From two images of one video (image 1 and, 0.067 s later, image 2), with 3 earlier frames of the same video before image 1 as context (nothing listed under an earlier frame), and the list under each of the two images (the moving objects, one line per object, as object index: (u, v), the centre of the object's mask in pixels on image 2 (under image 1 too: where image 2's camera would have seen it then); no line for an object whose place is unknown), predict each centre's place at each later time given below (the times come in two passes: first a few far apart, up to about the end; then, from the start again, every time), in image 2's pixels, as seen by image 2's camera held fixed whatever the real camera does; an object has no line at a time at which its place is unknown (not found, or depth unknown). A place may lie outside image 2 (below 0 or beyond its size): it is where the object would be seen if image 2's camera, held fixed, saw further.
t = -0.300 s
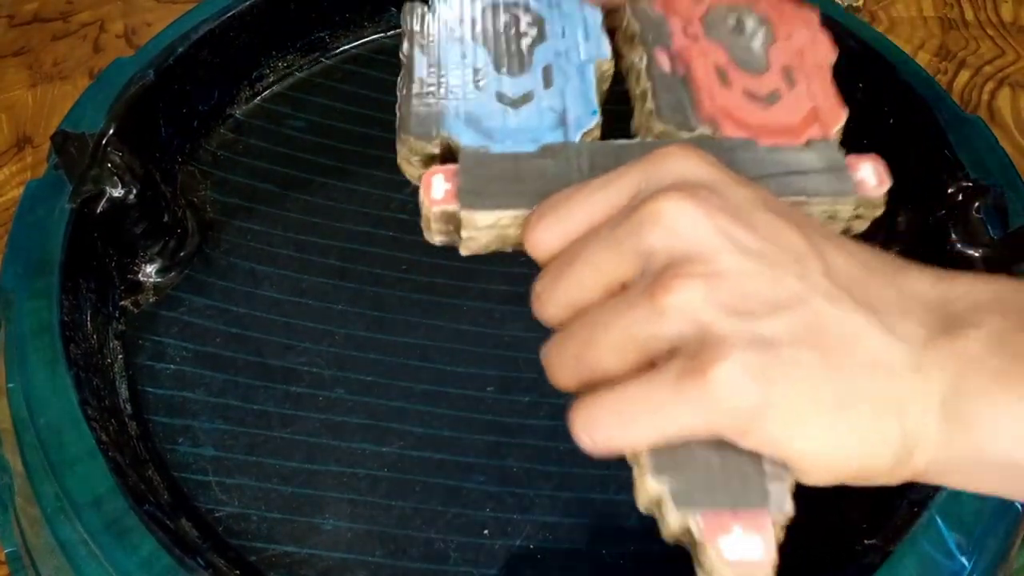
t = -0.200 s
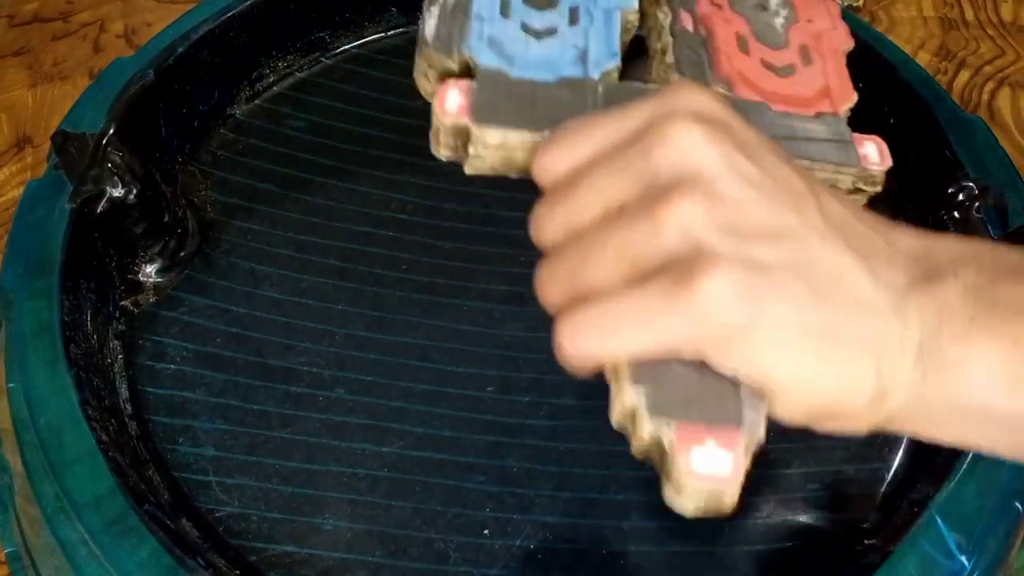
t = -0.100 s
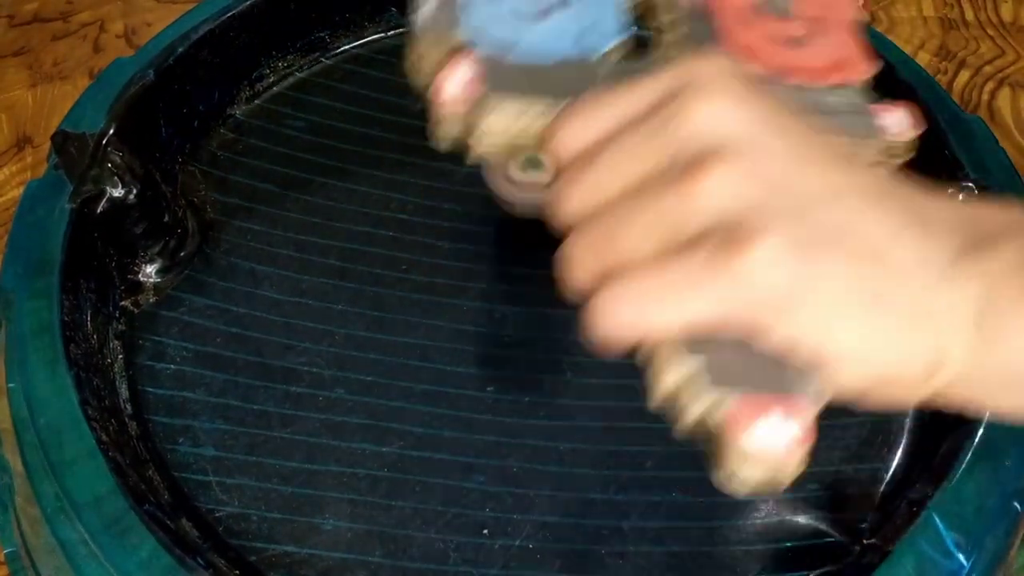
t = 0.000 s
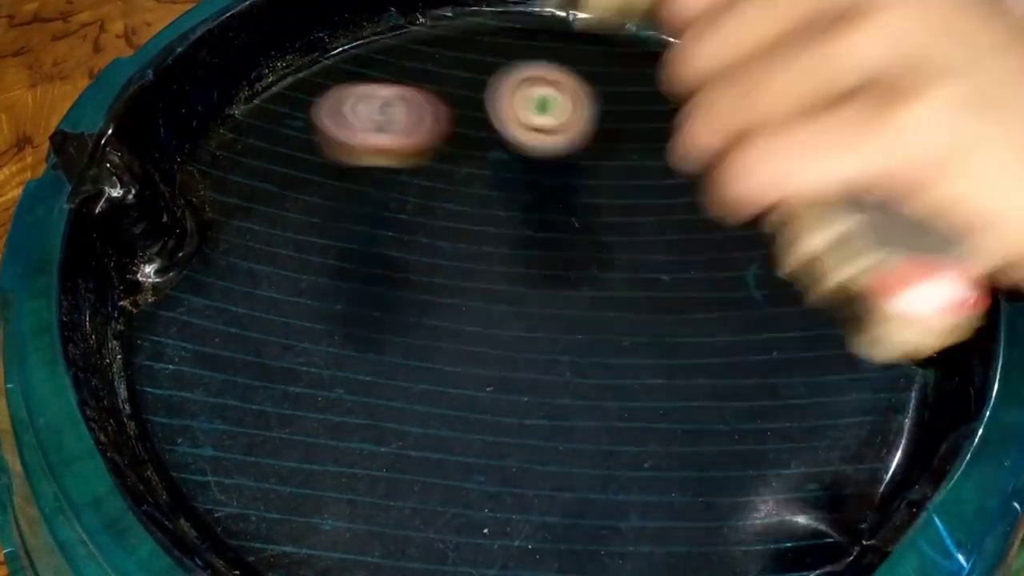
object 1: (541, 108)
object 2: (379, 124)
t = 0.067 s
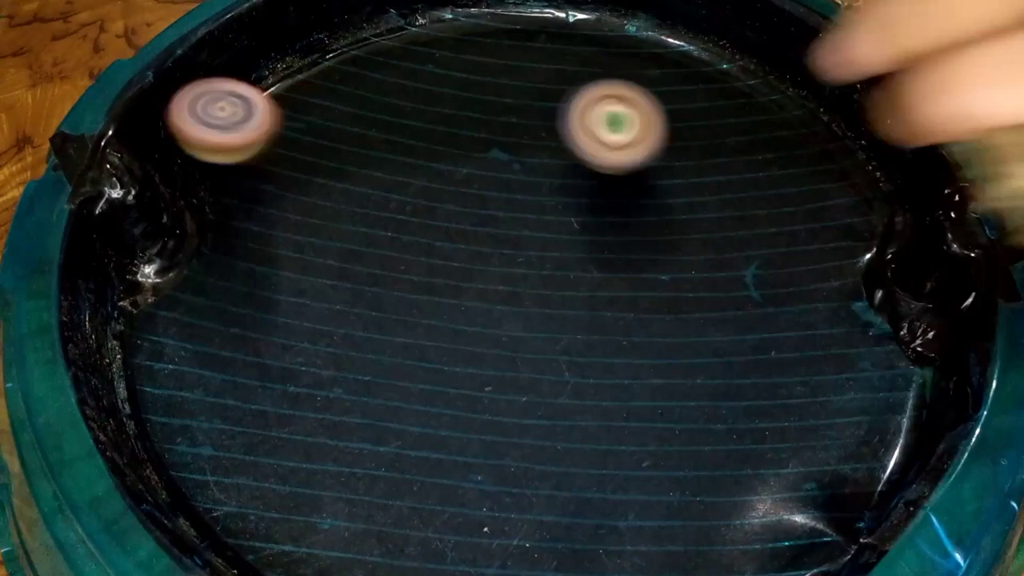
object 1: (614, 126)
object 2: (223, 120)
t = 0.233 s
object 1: (712, 221)
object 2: (211, 384)
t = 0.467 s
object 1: (523, 379)
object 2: (565, 458)
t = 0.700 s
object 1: (284, 328)
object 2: (786, 467)
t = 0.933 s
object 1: (384, 241)
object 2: (752, 213)
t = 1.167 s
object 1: (614, 306)
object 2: (507, 75)
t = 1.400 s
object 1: (685, 473)
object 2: (213, 270)
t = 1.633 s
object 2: (603, 524)
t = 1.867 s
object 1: (563, 276)
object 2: (869, 343)
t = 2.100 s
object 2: (721, 190)
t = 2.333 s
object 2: (538, 127)
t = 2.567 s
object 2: (362, 249)
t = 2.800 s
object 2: (496, 510)
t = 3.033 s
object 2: (809, 451)
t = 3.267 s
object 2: (726, 235)
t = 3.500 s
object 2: (419, 197)
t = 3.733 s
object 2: (195, 381)
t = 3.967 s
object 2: (483, 525)
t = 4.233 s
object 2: (746, 330)
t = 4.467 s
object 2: (623, 151)
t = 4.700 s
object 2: (419, 141)
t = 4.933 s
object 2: (280, 296)
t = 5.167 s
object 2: (371, 485)
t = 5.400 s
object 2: (555, 508)
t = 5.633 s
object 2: (679, 411)
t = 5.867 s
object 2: (617, 278)
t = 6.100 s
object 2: (480, 224)
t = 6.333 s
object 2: (346, 261)
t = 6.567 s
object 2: (337, 368)
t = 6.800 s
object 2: (407, 454)
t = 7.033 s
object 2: (468, 469)
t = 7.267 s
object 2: (528, 390)
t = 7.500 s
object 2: (512, 285)
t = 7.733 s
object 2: (448, 231)
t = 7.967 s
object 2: (395, 243)
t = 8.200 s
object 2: (361, 282)
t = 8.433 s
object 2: (426, 301)
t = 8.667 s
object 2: (497, 230)
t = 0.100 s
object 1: (645, 138)
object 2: (208, 126)
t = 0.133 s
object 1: (671, 154)
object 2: (200, 152)
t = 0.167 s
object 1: (691, 173)
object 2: (197, 205)
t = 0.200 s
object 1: (705, 194)
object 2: (199, 282)
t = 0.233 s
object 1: (712, 221)
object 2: (211, 384)
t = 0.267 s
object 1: (710, 254)
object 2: (224, 439)
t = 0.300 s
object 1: (697, 287)
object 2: (243, 475)
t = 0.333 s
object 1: (674, 321)
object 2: (283, 510)
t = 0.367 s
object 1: (645, 355)
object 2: (375, 507)
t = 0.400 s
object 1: (601, 383)
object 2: (461, 491)
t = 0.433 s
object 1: (575, 395)
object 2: (520, 459)
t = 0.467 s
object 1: (523, 379)
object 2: (565, 458)
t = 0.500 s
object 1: (499, 386)
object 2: (605, 470)
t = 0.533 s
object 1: (470, 381)
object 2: (641, 497)
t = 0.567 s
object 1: (433, 371)
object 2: (670, 520)
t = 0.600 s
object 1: (394, 366)
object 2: (707, 518)
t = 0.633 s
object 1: (356, 357)
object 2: (737, 514)
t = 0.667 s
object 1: (318, 345)
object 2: (764, 495)
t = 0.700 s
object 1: (284, 328)
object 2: (786, 467)
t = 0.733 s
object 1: (254, 307)
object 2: (799, 430)
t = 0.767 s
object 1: (227, 285)
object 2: (804, 399)
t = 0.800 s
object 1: (208, 264)
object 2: (805, 355)
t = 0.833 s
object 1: (232, 248)
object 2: (797, 323)
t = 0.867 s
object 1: (285, 243)
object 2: (787, 286)
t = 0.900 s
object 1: (337, 248)
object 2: (768, 251)
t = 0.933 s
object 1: (384, 241)
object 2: (752, 213)
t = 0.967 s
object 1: (427, 242)
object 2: (733, 179)
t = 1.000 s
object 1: (467, 244)
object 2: (706, 149)
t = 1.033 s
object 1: (502, 249)
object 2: (678, 125)
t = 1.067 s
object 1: (535, 258)
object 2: (643, 104)
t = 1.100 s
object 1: (564, 270)
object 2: (600, 87)
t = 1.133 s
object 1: (590, 286)
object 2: (557, 76)
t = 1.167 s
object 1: (614, 306)
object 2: (507, 75)
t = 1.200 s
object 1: (637, 330)
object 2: (456, 77)
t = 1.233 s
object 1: (655, 355)
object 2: (409, 86)
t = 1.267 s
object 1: (669, 381)
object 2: (360, 103)
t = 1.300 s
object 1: (680, 406)
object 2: (315, 127)
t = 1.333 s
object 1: (684, 431)
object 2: (269, 162)
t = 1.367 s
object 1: (686, 454)
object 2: (230, 205)
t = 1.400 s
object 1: (685, 473)
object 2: (213, 270)
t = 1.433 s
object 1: (679, 497)
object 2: (205, 357)
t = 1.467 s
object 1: (668, 512)
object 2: (210, 434)
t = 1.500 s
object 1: (648, 522)
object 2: (265, 496)
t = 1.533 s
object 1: (625, 529)
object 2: (347, 531)
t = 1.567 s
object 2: (435, 537)
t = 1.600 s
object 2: (507, 546)
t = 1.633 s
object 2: (603, 524)
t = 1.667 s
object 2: (670, 483)
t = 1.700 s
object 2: (726, 442)
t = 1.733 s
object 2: (779, 414)
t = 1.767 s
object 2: (818, 403)
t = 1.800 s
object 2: (842, 405)
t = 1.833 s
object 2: (860, 372)
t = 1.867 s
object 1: (563, 276)
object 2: (869, 343)
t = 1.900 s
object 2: (870, 324)
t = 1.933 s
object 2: (860, 310)
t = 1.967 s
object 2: (832, 278)
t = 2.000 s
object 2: (800, 260)
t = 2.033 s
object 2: (776, 232)
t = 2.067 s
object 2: (747, 214)
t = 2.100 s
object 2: (721, 190)
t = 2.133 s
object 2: (697, 171)
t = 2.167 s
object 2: (672, 157)
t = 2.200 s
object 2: (649, 147)
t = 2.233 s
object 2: (623, 139)
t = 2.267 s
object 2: (594, 132)
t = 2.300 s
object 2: (567, 129)
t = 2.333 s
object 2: (538, 127)
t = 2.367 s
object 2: (509, 130)
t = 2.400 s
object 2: (484, 137)
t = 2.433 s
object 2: (456, 148)
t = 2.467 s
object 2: (429, 166)
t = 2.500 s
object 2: (403, 188)
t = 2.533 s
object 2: (378, 218)
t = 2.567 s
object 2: (362, 249)
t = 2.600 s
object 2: (351, 285)
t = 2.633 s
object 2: (348, 327)
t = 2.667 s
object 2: (358, 369)
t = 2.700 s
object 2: (376, 412)
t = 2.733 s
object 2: (408, 452)
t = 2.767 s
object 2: (448, 488)
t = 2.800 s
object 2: (496, 510)
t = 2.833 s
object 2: (548, 521)
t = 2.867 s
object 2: (604, 526)
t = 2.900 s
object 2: (661, 526)
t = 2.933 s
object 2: (713, 521)
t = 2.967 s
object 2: (757, 511)
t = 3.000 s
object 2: (789, 483)
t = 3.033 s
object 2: (809, 451)
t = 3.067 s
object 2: (822, 416)
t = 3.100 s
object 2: (826, 383)
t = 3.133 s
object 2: (822, 349)
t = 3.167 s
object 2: (810, 314)
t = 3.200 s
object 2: (787, 282)
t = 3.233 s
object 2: (759, 256)
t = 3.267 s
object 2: (726, 235)
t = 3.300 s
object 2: (687, 216)
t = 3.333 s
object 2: (647, 201)
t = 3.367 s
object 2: (603, 192)
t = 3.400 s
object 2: (556, 186)
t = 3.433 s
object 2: (511, 185)
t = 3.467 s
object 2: (462, 190)
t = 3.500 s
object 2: (419, 197)
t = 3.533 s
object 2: (378, 211)
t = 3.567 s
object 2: (338, 226)
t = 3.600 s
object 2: (304, 245)
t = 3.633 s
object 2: (267, 271)
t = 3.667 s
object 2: (236, 301)
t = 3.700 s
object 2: (212, 338)
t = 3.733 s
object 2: (195, 381)
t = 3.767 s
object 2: (194, 423)
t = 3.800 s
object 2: (225, 466)
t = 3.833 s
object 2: (266, 496)
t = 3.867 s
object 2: (314, 512)
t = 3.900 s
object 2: (372, 521)
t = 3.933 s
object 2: (424, 524)
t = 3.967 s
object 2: (483, 525)
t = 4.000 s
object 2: (542, 522)
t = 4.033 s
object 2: (599, 513)
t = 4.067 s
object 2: (647, 498)
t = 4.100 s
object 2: (682, 469)
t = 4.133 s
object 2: (712, 435)
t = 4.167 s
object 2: (733, 403)
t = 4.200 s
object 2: (741, 367)
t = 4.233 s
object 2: (746, 330)
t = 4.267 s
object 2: (745, 295)
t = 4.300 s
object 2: (735, 264)
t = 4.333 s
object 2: (718, 233)
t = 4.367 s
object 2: (699, 206)
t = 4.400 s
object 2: (677, 184)
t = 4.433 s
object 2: (652, 166)
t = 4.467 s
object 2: (623, 151)
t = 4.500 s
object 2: (591, 137)
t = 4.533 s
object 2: (558, 128)
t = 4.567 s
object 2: (527, 124)
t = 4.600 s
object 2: (499, 124)
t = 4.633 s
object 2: (475, 129)
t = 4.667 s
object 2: (447, 135)
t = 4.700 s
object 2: (419, 141)
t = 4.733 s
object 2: (392, 154)
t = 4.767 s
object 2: (365, 171)
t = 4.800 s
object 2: (338, 193)
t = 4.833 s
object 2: (313, 218)
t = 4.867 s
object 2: (295, 246)
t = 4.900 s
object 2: (283, 273)
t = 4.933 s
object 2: (280, 296)
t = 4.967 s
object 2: (283, 321)
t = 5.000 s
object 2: (290, 352)
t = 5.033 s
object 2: (297, 383)
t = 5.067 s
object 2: (310, 413)
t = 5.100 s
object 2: (329, 443)
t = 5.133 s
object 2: (349, 467)
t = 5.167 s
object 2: (371, 485)
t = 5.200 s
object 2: (396, 497)
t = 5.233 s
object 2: (421, 503)
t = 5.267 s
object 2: (448, 507)
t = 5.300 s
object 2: (474, 510)
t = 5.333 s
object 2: (501, 511)
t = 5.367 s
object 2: (527, 510)
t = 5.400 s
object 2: (555, 508)
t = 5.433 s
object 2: (581, 504)
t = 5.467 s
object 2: (607, 499)
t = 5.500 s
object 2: (630, 487)
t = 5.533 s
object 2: (649, 471)
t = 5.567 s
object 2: (663, 452)
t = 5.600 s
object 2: (673, 432)
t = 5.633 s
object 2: (679, 411)
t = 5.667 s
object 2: (682, 391)
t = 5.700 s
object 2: (680, 370)
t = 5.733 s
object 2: (674, 349)
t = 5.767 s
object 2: (665, 329)
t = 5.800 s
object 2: (651, 310)
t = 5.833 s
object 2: (635, 293)
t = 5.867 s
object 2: (617, 278)
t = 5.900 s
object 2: (599, 265)
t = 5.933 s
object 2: (581, 254)
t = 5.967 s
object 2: (562, 244)
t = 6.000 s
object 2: (541, 237)
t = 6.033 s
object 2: (521, 231)
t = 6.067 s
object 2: (501, 227)
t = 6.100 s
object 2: (480, 224)
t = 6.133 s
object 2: (459, 223)
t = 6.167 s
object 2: (438, 224)
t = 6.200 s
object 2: (418, 228)
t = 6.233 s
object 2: (398, 234)
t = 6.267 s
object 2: (379, 241)
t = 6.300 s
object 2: (361, 250)
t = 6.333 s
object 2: (346, 261)
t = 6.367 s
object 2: (334, 274)
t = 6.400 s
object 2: (326, 288)
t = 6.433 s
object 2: (321, 304)
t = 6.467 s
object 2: (320, 321)
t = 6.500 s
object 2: (321, 337)
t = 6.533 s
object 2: (327, 353)
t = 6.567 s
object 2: (337, 368)
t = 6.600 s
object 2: (349, 382)
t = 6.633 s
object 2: (364, 396)
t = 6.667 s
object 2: (383, 408)
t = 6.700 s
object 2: (401, 417)
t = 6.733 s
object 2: (401, 432)
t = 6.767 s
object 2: (403, 444)
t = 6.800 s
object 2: (407, 454)
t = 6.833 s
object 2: (413, 464)
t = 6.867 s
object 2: (419, 472)
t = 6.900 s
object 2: (429, 475)
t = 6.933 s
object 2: (438, 476)
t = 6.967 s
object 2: (450, 475)
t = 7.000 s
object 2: (459, 473)
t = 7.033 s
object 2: (468, 469)
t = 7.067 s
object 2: (478, 464)
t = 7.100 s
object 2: (486, 457)
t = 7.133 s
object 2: (497, 448)
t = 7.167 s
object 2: (507, 436)
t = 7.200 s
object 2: (517, 422)
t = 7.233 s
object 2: (524, 407)
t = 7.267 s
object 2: (528, 390)
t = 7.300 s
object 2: (531, 373)
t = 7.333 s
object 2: (532, 357)
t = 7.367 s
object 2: (532, 342)
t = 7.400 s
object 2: (530, 326)
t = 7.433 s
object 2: (526, 311)
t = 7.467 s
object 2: (520, 297)
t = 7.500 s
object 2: (512, 285)
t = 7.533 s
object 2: (504, 274)
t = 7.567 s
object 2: (495, 263)
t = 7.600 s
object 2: (487, 253)
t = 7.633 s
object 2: (478, 244)
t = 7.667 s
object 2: (467, 238)
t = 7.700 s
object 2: (457, 233)
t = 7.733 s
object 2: (448, 231)
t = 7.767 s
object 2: (439, 230)
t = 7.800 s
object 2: (432, 229)
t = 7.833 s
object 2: (425, 231)
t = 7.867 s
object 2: (419, 235)
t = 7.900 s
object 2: (411, 238)
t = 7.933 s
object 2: (405, 241)
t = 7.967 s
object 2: (395, 243)
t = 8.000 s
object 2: (385, 245)
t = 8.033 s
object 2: (376, 249)
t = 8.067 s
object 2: (368, 254)
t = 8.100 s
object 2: (363, 260)
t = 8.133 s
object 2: (360, 267)
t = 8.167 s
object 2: (360, 273)
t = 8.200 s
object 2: (361, 282)
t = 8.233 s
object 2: (363, 292)
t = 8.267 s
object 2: (368, 301)
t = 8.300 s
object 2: (374, 309)
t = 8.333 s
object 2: (385, 316)
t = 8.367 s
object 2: (397, 324)
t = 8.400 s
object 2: (412, 313)
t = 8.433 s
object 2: (426, 301)
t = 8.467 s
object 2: (441, 287)
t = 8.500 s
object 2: (451, 275)
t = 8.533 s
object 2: (462, 265)
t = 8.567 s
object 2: (473, 255)
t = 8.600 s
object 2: (481, 245)
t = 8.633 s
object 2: (489, 237)
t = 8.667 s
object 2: (497, 230)
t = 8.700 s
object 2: (504, 223)
